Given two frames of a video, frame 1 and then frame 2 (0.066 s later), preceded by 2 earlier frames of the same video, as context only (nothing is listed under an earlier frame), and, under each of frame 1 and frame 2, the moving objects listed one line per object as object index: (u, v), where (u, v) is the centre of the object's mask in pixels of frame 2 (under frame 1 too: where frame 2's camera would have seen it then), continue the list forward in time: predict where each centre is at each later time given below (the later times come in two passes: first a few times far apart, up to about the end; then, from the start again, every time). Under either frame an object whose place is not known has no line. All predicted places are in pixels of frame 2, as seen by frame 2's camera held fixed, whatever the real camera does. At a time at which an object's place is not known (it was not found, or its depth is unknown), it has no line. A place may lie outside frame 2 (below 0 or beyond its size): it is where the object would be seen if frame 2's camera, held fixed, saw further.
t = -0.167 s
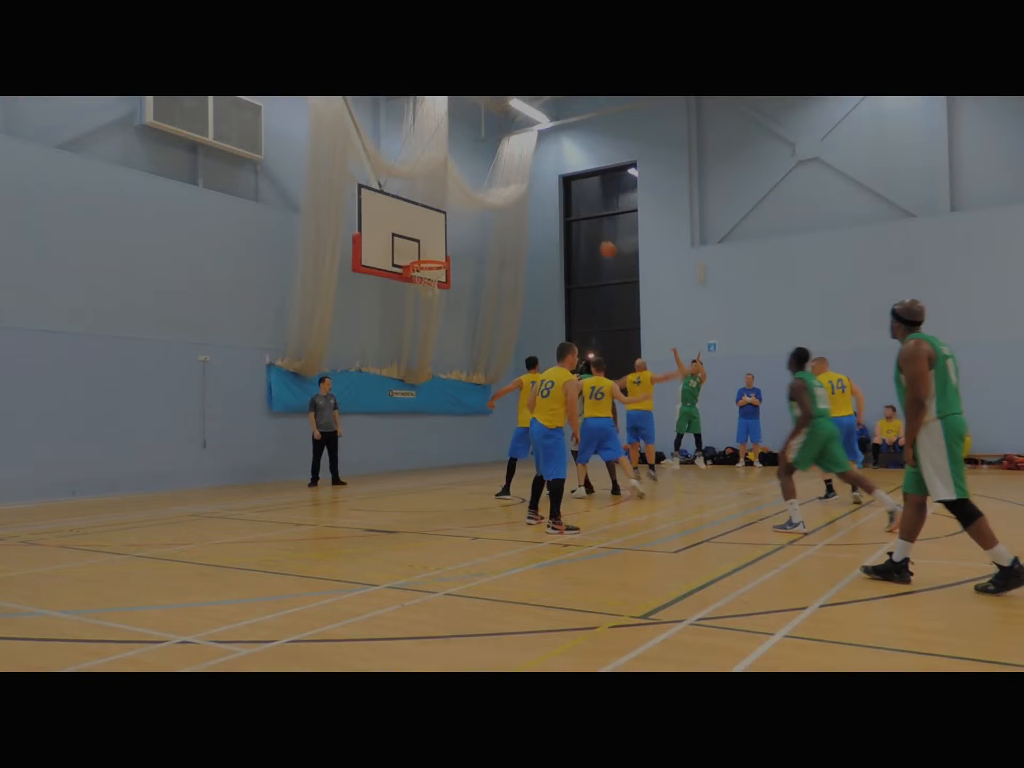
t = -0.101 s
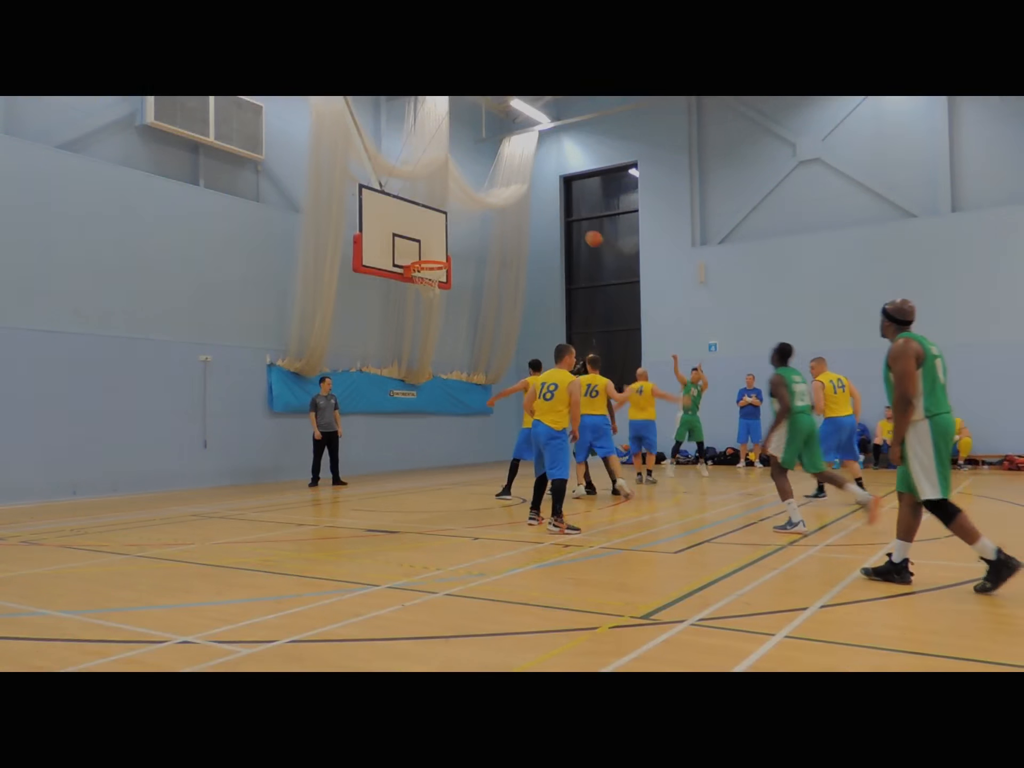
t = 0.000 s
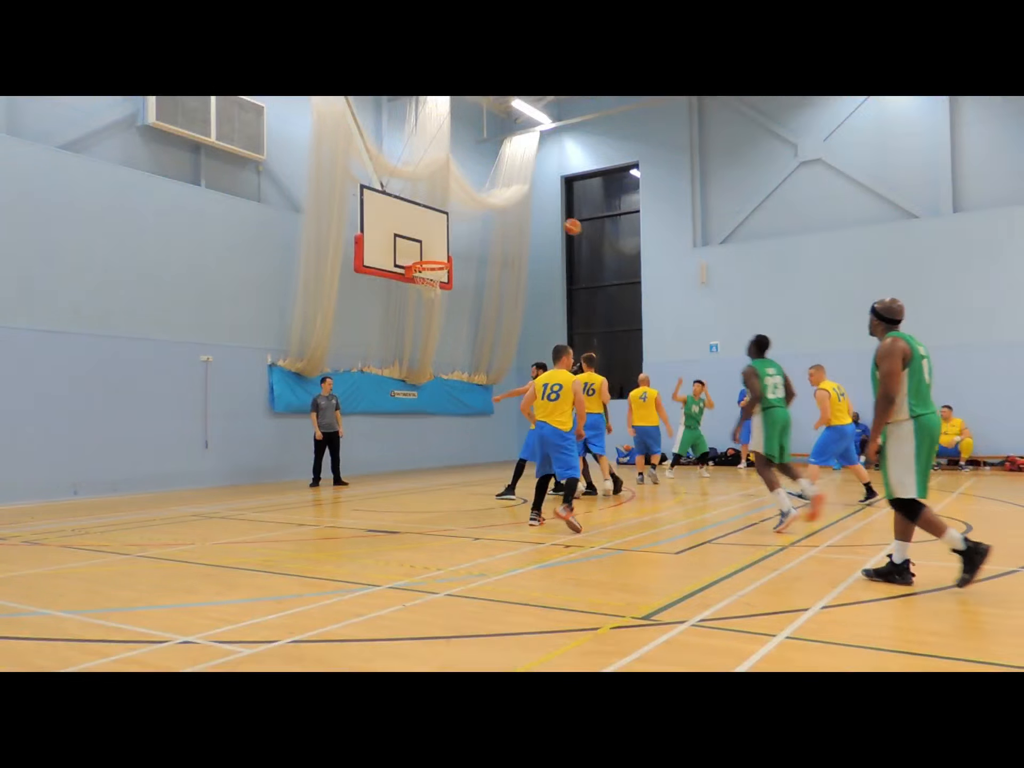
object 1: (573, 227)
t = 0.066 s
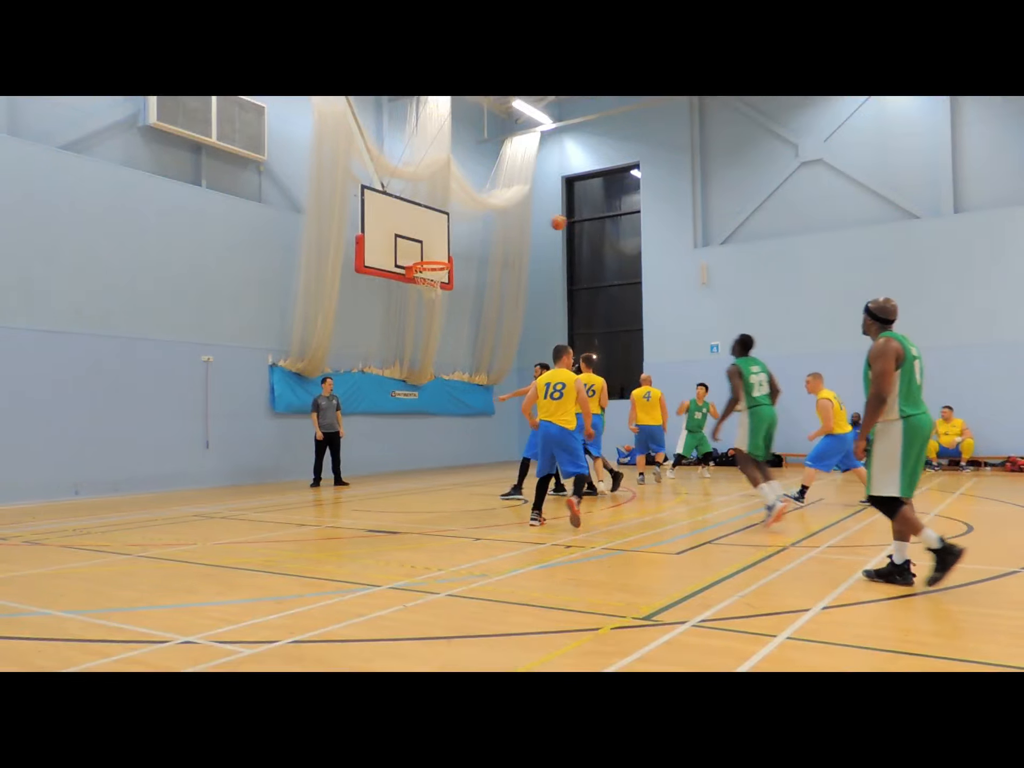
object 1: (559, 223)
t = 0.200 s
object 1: (527, 220)
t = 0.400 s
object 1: (473, 240)
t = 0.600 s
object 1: (447, 245)
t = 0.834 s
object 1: (471, 227)
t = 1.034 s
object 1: (497, 242)
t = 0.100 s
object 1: (551, 221)
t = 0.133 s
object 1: (543, 220)
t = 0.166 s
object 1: (535, 220)
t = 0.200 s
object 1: (527, 220)
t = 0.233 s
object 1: (518, 221)
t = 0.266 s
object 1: (509, 224)
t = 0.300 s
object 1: (501, 226)
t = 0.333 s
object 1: (492, 230)
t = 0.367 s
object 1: (482, 234)
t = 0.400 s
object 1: (473, 240)
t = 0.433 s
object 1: (463, 246)
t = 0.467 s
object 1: (453, 253)
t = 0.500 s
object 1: (444, 258)
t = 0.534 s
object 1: (444, 257)
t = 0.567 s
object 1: (445, 251)
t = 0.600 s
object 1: (447, 245)
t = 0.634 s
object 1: (447, 240)
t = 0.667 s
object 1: (448, 236)
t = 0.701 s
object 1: (450, 233)
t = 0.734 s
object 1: (456, 231)
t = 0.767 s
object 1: (461, 229)
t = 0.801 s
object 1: (466, 227)
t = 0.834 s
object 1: (471, 227)
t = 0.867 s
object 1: (475, 228)
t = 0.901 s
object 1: (480, 229)
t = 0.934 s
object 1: (485, 232)
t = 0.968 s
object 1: (488, 234)
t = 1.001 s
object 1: (492, 237)
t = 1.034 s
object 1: (497, 242)
